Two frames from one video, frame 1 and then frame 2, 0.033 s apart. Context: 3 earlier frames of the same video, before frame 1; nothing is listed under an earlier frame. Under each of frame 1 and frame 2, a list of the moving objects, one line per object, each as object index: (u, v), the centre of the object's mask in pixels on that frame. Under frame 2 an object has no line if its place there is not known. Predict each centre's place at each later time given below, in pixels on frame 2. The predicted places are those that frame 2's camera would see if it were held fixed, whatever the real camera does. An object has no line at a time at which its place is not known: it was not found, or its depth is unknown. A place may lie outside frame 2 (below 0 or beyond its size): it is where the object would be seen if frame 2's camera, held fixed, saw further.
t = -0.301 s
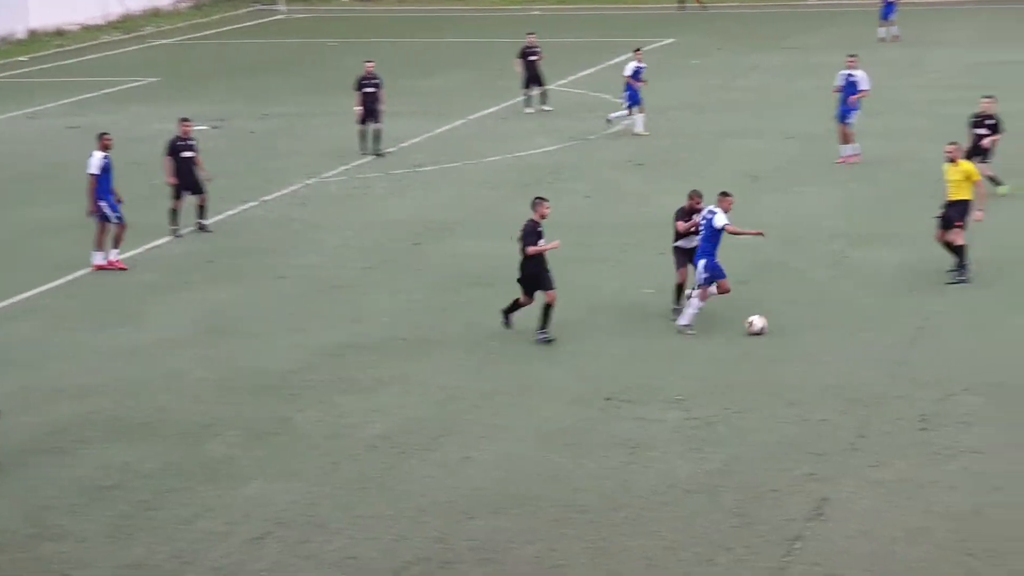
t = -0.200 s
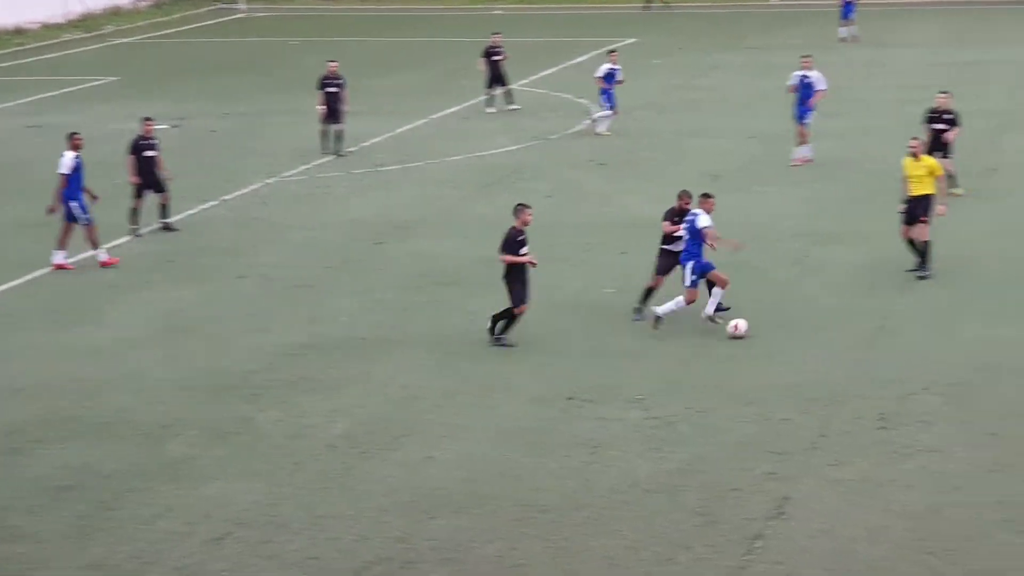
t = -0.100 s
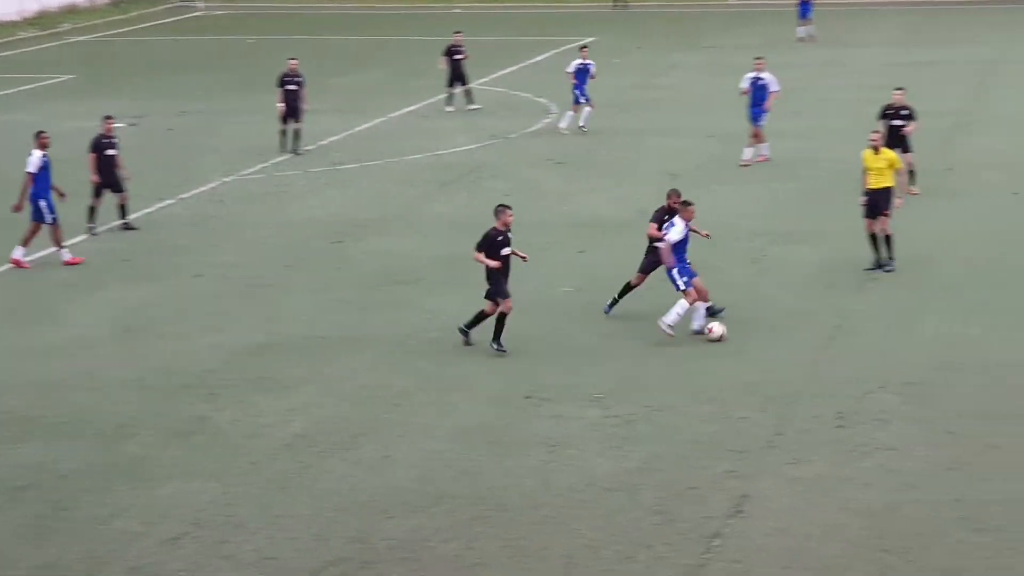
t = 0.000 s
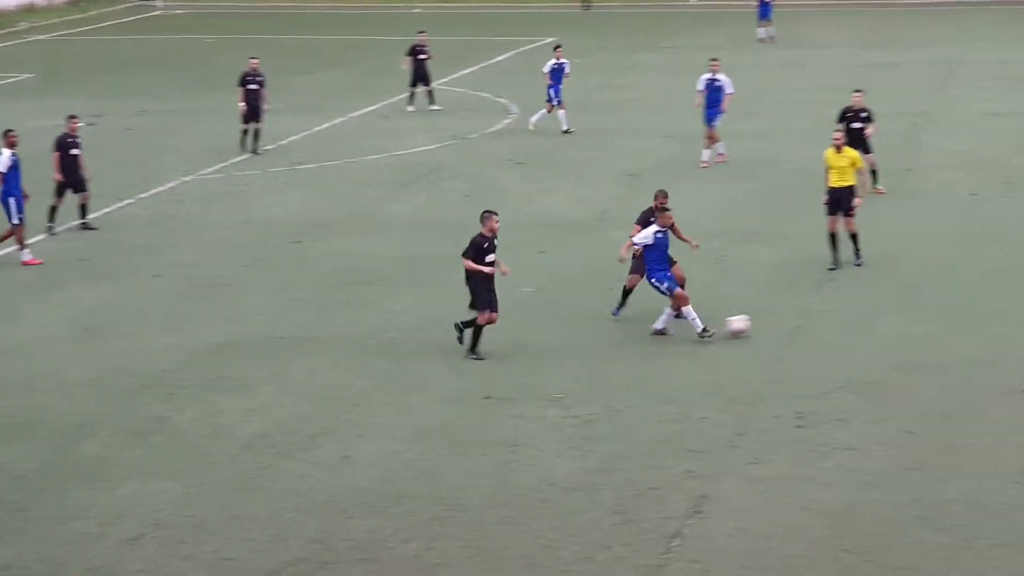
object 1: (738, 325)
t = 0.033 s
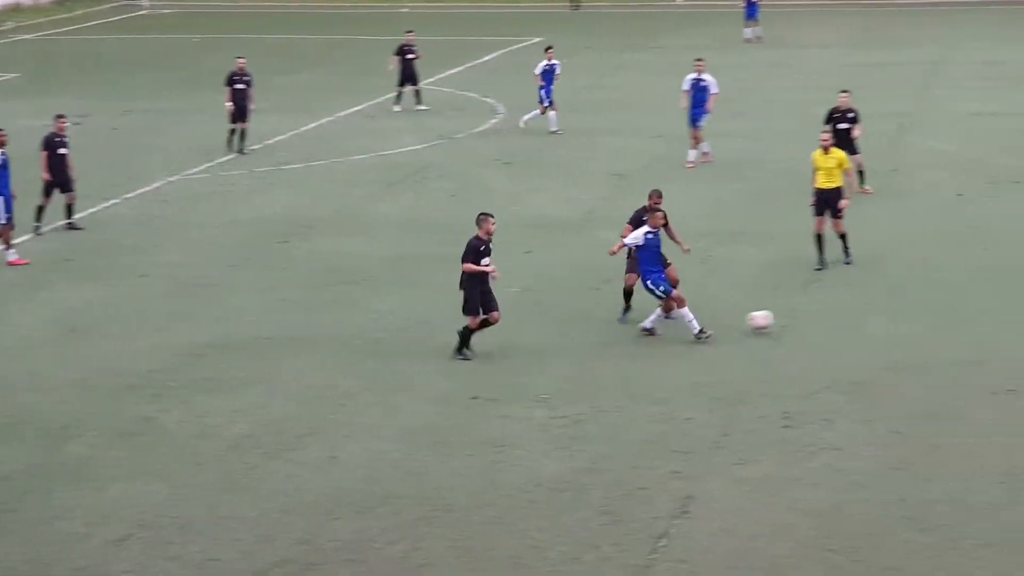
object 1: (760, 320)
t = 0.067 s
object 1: (791, 317)
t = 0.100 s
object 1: (822, 313)
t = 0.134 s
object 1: (853, 312)
